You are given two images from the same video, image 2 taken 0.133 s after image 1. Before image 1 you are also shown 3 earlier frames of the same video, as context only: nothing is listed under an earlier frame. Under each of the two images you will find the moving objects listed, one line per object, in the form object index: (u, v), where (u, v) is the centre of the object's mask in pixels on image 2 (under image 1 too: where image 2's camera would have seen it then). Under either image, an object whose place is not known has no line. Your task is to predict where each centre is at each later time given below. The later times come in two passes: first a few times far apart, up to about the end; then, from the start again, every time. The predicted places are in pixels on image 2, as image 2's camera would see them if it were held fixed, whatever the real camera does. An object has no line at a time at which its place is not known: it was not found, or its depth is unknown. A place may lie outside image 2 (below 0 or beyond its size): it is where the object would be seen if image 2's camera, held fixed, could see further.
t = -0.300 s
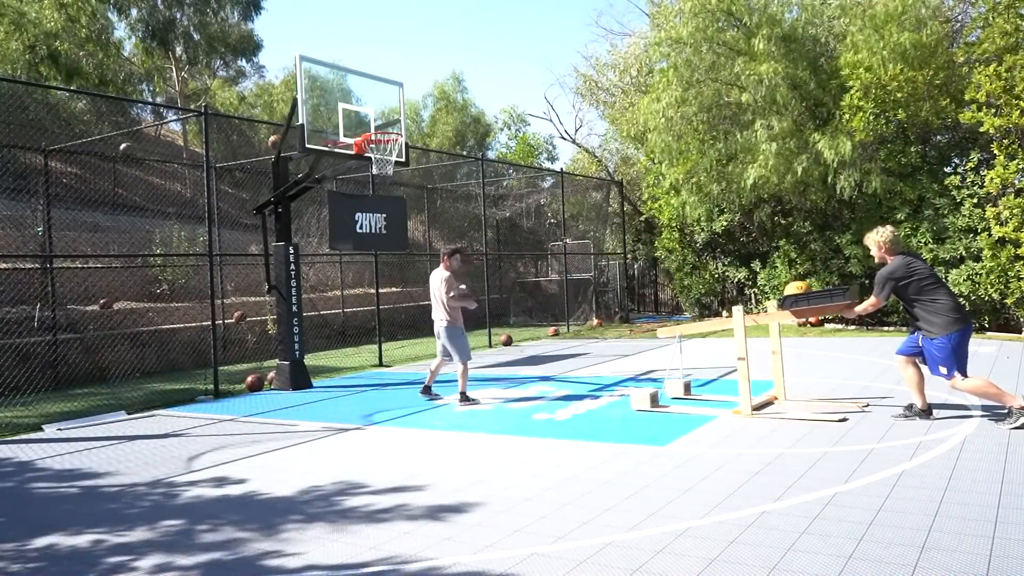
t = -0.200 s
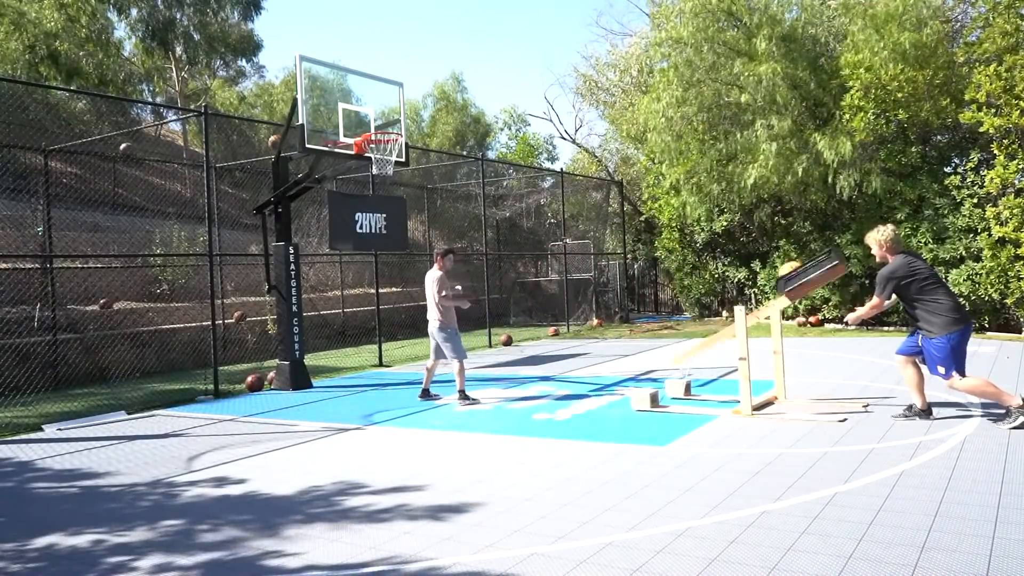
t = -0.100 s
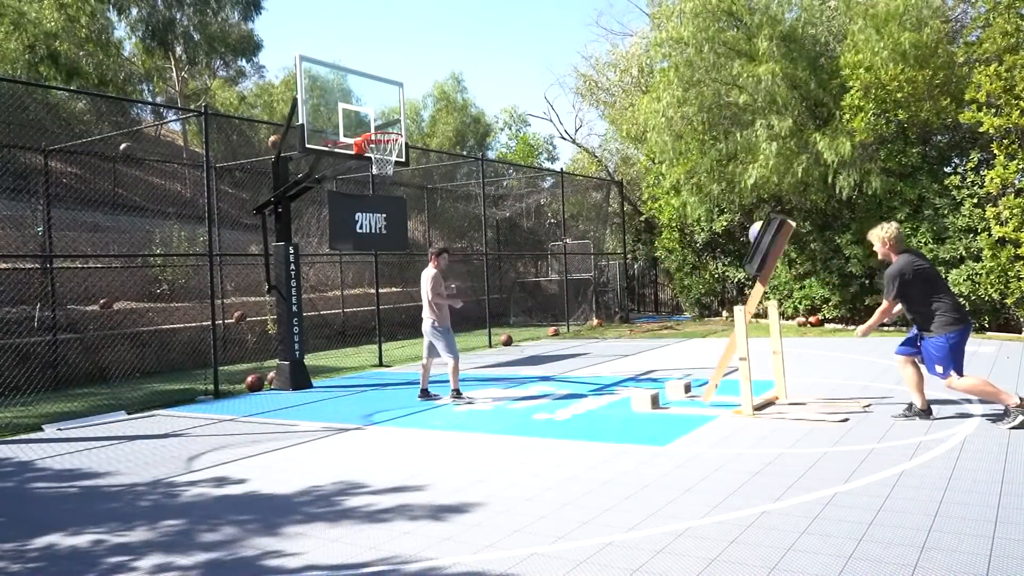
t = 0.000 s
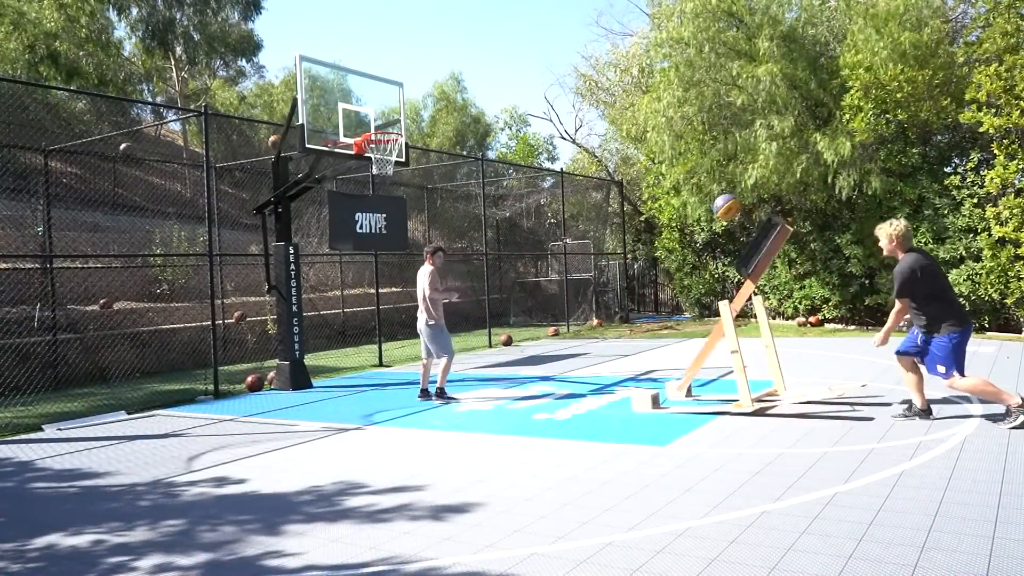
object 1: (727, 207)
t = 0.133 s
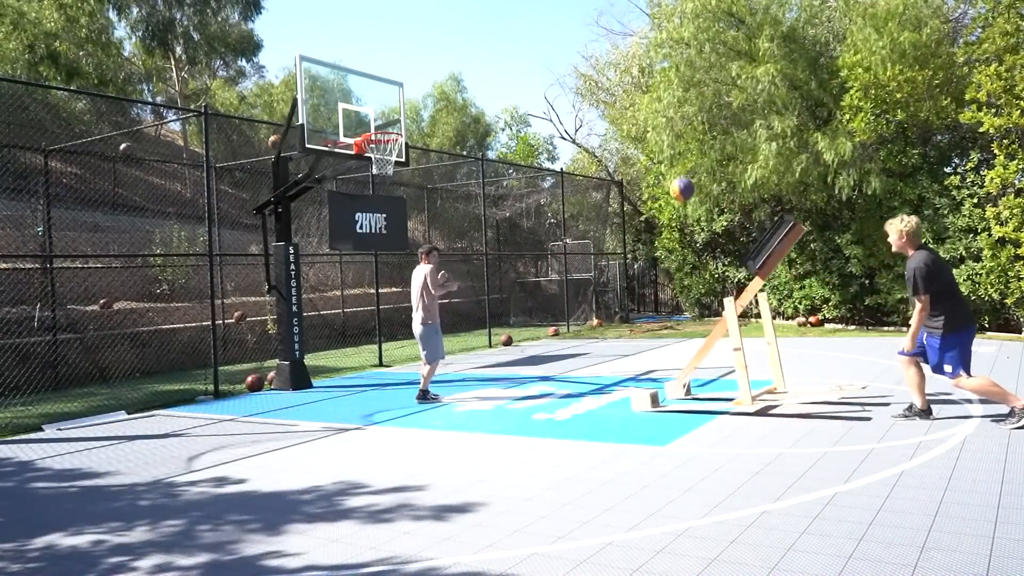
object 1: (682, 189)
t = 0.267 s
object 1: (642, 191)
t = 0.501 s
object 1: (579, 232)
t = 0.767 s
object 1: (521, 332)
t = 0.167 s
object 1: (671, 188)
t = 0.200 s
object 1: (661, 188)
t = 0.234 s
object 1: (652, 189)
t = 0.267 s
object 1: (642, 191)
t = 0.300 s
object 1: (632, 194)
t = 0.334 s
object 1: (622, 198)
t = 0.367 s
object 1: (613, 203)
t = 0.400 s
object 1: (605, 209)
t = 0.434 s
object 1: (596, 215)
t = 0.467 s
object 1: (587, 224)
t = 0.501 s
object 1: (579, 232)
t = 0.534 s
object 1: (571, 242)
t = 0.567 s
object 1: (563, 253)
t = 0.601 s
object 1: (555, 264)
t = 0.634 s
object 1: (548, 277)
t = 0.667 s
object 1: (540, 290)
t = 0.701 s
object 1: (533, 304)
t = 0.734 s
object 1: (526, 318)
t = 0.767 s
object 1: (521, 332)
